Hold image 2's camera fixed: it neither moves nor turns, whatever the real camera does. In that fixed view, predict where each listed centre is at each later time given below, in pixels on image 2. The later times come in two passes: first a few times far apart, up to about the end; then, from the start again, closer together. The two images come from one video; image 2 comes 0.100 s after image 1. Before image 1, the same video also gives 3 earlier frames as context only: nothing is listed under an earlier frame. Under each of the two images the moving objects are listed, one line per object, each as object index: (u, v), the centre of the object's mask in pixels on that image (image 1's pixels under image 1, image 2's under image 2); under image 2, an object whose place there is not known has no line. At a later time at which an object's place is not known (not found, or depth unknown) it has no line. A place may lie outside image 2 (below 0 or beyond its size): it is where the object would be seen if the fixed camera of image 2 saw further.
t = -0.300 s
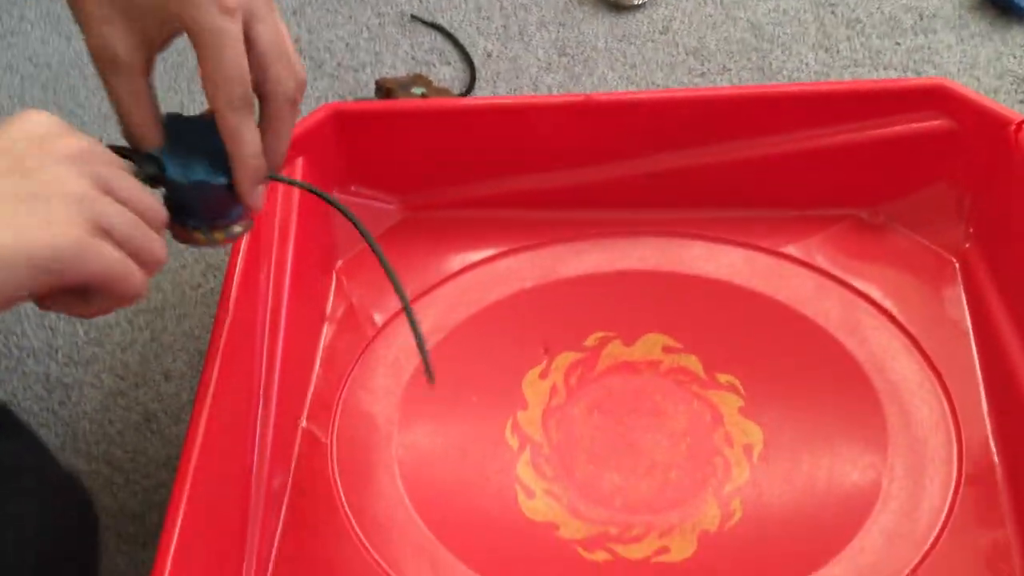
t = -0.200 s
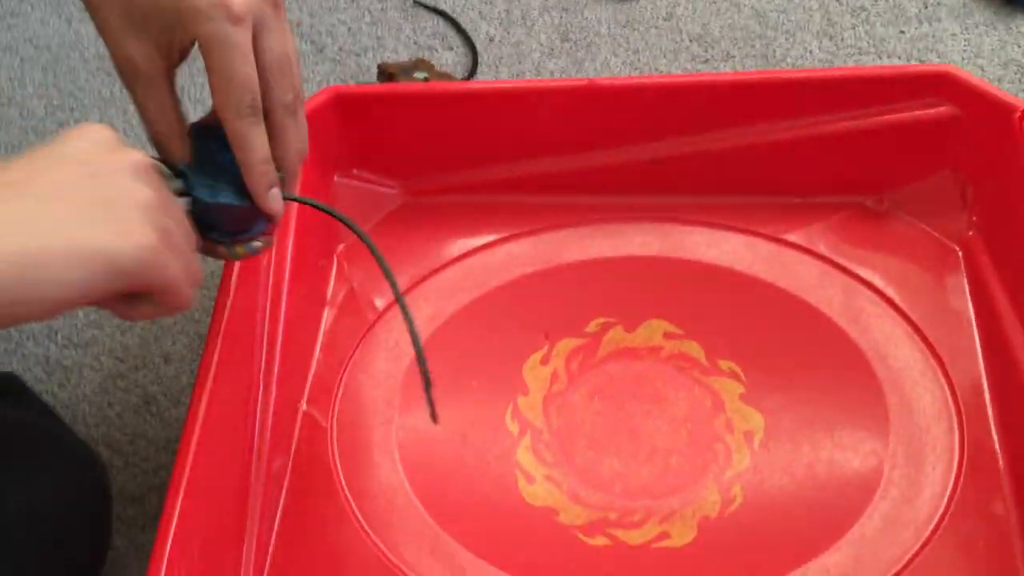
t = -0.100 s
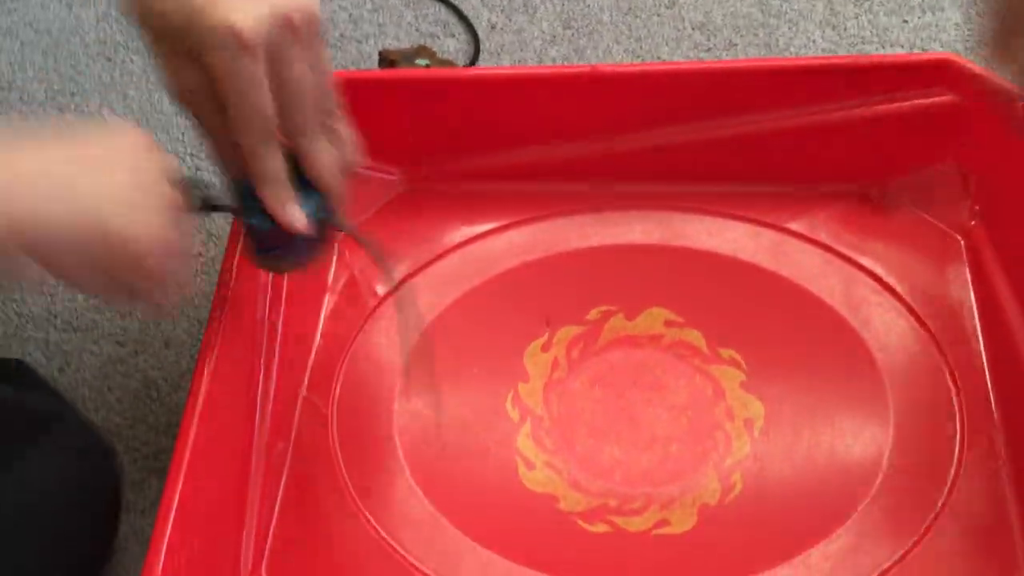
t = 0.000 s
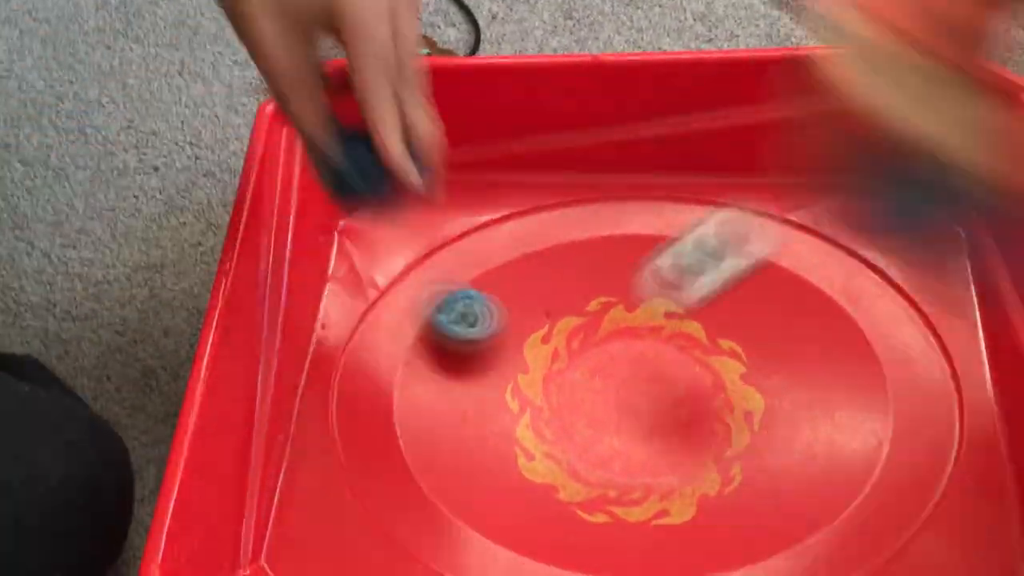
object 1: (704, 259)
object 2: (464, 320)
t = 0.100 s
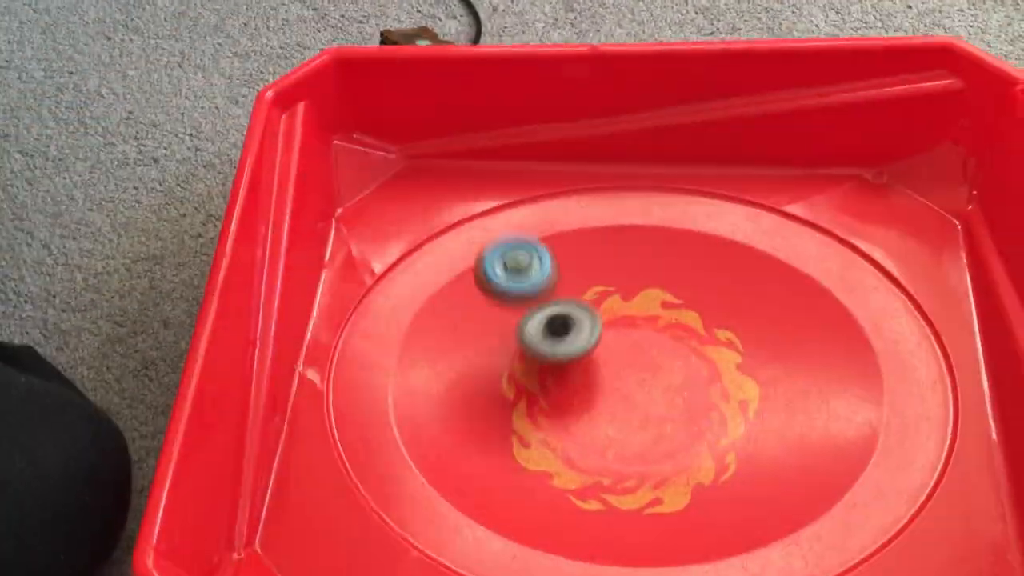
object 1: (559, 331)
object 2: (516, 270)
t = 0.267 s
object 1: (519, 432)
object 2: (503, 325)
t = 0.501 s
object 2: (525, 427)
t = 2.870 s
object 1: (525, 188)
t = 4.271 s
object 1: (836, 363)
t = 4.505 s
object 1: (759, 334)
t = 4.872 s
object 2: (738, 482)
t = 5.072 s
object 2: (738, 336)
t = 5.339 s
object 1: (713, 453)
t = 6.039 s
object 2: (733, 375)
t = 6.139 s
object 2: (710, 308)
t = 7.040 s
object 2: (754, 395)
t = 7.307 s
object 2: (680, 254)
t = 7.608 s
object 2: (515, 184)
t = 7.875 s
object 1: (804, 547)
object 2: (486, 313)
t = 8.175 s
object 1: (901, 511)
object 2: (625, 486)
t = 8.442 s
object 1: (930, 470)
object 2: (820, 409)
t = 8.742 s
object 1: (920, 426)
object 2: (710, 279)
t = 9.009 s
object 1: (833, 354)
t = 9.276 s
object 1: (653, 299)
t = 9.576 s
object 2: (787, 406)
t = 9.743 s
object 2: (708, 325)
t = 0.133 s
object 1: (548, 351)
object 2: (510, 260)
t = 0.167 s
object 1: (538, 375)
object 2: (507, 259)
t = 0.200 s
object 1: (531, 394)
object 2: (504, 270)
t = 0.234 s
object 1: (524, 414)
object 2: (503, 291)
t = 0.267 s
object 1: (519, 432)
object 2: (503, 325)
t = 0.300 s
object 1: (514, 449)
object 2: (502, 351)
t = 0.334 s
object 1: (511, 461)
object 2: (498, 358)
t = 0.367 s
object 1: (510, 474)
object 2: (497, 372)
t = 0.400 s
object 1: (512, 484)
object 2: (496, 384)
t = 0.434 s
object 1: (518, 493)
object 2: (500, 398)
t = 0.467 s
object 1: (527, 500)
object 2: (509, 415)
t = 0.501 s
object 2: (525, 427)
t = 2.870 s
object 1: (525, 188)
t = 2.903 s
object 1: (530, 188)
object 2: (858, 355)
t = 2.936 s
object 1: (535, 187)
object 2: (853, 329)
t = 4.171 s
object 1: (833, 388)
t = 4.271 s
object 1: (836, 363)
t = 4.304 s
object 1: (831, 355)
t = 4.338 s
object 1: (825, 349)
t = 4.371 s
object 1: (816, 344)
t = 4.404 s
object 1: (804, 339)
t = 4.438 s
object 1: (791, 336)
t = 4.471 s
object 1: (775, 334)
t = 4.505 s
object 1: (759, 334)
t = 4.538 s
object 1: (744, 336)
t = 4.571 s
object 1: (728, 339)
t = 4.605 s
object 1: (714, 344)
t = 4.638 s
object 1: (701, 351)
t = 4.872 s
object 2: (738, 482)
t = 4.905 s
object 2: (756, 461)
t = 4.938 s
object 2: (767, 436)
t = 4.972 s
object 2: (768, 411)
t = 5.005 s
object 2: (765, 384)
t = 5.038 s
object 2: (754, 357)
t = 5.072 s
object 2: (738, 336)
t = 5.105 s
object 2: (717, 317)
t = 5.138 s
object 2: (695, 303)
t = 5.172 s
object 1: (677, 483)
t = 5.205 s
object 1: (689, 481)
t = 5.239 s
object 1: (699, 476)
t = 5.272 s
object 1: (707, 470)
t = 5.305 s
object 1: (712, 462)
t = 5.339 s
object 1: (713, 453)
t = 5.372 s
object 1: (709, 442)
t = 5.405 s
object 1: (701, 433)
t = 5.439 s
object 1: (689, 426)
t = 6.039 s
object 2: (733, 375)
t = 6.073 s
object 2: (729, 350)
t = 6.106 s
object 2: (721, 328)
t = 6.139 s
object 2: (710, 308)
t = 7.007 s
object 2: (741, 416)
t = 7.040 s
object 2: (754, 395)
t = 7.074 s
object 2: (763, 371)
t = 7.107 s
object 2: (765, 350)
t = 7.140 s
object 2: (763, 329)
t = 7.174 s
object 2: (755, 308)
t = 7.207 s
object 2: (742, 289)
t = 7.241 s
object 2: (724, 274)
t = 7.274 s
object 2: (703, 262)
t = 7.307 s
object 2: (680, 254)
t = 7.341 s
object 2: (655, 251)
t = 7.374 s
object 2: (628, 253)
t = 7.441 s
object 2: (584, 225)
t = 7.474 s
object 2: (567, 197)
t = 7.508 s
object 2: (553, 181)
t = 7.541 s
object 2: (540, 173)
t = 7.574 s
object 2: (526, 180)
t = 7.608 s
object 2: (515, 184)
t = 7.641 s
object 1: (663, 558)
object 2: (509, 190)
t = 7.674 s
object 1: (685, 556)
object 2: (502, 201)
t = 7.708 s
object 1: (707, 555)
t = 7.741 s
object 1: (728, 555)
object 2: (495, 229)
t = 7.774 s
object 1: (748, 555)
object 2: (492, 244)
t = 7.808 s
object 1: (768, 553)
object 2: (489, 264)
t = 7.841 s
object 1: (786, 549)
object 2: (488, 287)
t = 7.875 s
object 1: (804, 547)
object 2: (486, 313)
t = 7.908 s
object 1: (821, 544)
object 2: (487, 340)
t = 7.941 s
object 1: (835, 539)
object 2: (490, 370)
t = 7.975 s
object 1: (848, 537)
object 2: (497, 394)
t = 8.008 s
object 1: (861, 534)
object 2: (510, 418)
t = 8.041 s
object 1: (871, 530)
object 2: (527, 439)
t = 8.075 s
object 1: (881, 527)
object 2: (547, 456)
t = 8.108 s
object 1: (889, 522)
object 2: (572, 470)
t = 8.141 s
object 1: (896, 518)
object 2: (598, 480)
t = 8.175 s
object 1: (901, 511)
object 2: (625, 486)
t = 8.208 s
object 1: (906, 506)
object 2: (655, 488)
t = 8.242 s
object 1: (911, 501)
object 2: (684, 486)
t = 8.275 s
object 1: (913, 494)
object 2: (713, 482)
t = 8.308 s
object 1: (917, 490)
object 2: (741, 472)
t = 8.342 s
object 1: (923, 487)
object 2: (765, 460)
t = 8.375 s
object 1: (925, 480)
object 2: (787, 446)
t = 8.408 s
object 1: (927, 475)
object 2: (805, 429)
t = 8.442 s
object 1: (930, 470)
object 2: (820, 409)
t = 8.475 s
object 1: (932, 466)
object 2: (830, 389)
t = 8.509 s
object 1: (934, 462)
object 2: (834, 368)
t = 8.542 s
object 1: (934, 458)
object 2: (831, 348)
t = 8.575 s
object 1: (933, 454)
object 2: (821, 332)
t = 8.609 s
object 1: (932, 449)
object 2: (806, 312)
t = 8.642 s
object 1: (930, 444)
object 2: (785, 299)
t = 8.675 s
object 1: (927, 438)
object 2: (763, 289)
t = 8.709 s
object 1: (924, 432)
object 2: (737, 283)
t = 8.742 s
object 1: (920, 426)
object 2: (710, 279)
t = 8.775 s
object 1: (914, 419)
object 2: (683, 279)
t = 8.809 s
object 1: (909, 412)
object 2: (656, 284)
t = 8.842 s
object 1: (901, 404)
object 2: (630, 295)
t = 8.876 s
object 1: (893, 397)
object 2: (606, 305)
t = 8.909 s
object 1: (882, 390)
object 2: (585, 322)
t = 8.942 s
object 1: (868, 379)
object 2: (569, 338)
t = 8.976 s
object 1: (851, 366)
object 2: (556, 357)
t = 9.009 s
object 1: (833, 354)
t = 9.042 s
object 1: (815, 341)
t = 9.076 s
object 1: (794, 330)
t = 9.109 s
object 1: (772, 321)
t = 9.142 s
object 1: (748, 313)
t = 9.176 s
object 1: (725, 307)
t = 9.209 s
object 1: (701, 302)
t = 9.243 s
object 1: (676, 299)
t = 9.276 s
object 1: (653, 299)
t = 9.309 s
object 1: (629, 300)
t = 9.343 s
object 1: (607, 303)
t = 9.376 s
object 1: (587, 307)
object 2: (706, 499)
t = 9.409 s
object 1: (567, 314)
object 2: (731, 490)
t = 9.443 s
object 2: (752, 478)
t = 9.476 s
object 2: (769, 463)
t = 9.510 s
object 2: (781, 446)
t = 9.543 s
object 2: (788, 425)
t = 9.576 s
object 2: (787, 406)
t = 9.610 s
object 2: (779, 385)
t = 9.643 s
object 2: (767, 365)
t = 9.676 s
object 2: (750, 347)
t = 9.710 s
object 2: (730, 335)
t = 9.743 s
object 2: (708, 325)
